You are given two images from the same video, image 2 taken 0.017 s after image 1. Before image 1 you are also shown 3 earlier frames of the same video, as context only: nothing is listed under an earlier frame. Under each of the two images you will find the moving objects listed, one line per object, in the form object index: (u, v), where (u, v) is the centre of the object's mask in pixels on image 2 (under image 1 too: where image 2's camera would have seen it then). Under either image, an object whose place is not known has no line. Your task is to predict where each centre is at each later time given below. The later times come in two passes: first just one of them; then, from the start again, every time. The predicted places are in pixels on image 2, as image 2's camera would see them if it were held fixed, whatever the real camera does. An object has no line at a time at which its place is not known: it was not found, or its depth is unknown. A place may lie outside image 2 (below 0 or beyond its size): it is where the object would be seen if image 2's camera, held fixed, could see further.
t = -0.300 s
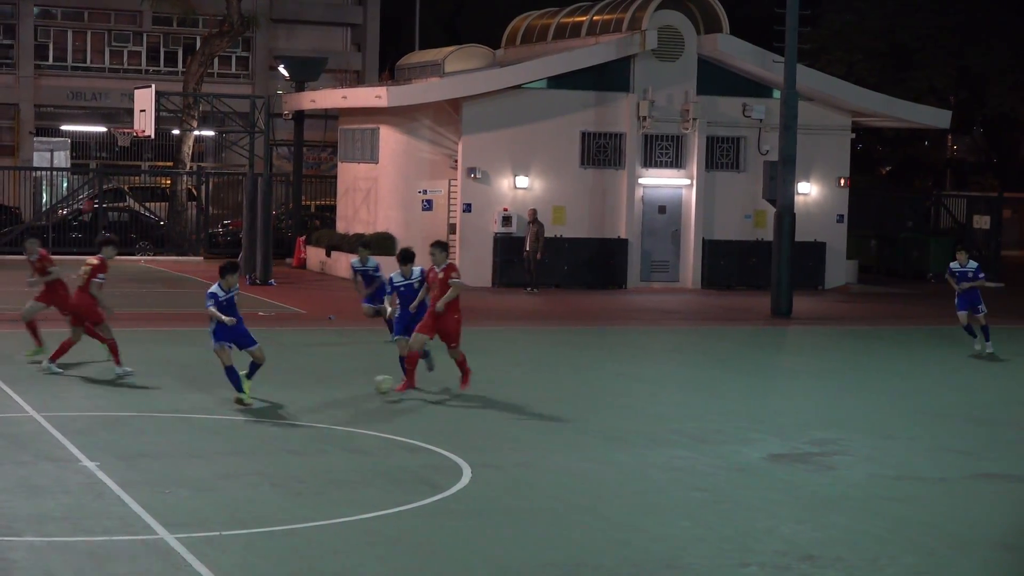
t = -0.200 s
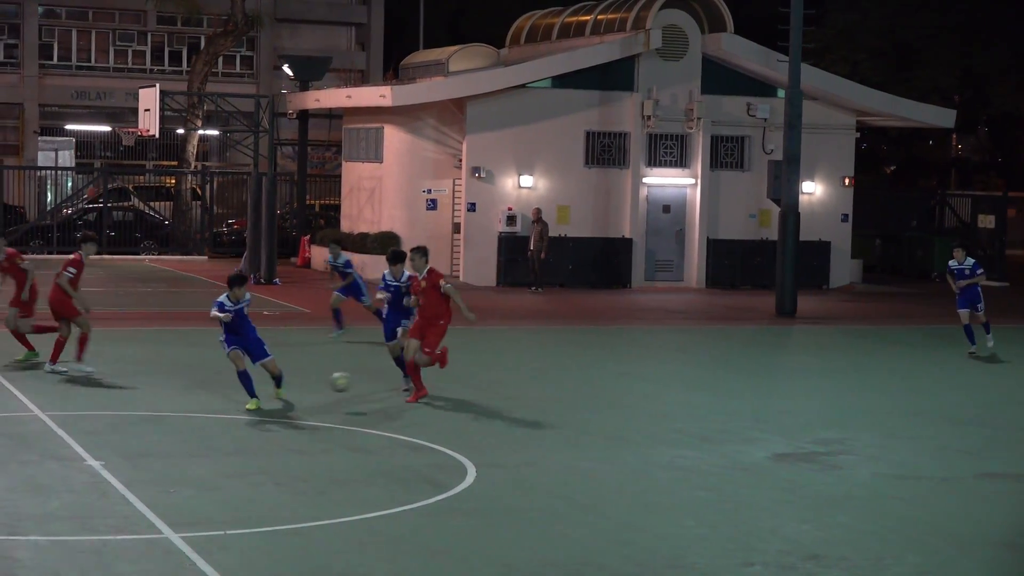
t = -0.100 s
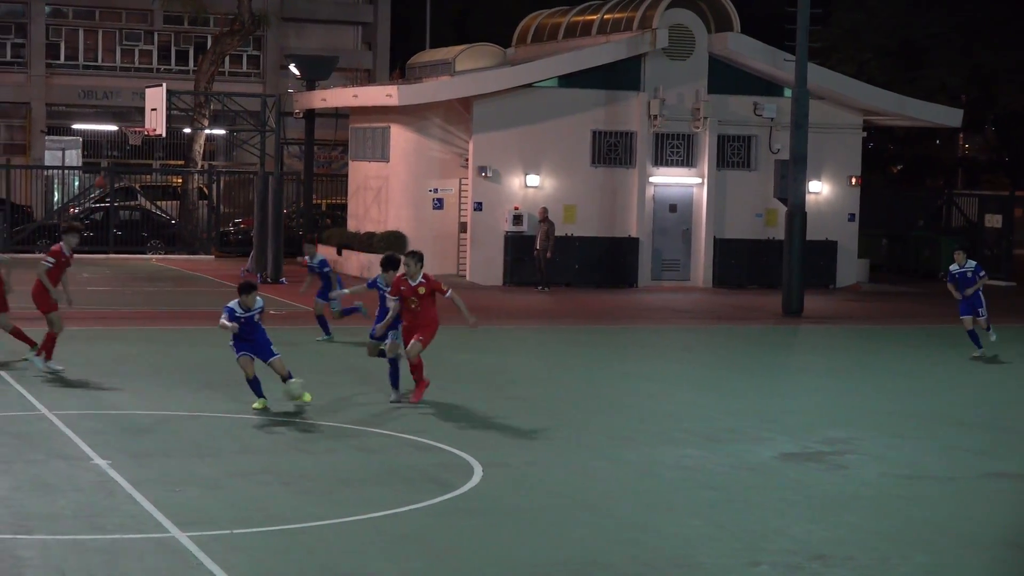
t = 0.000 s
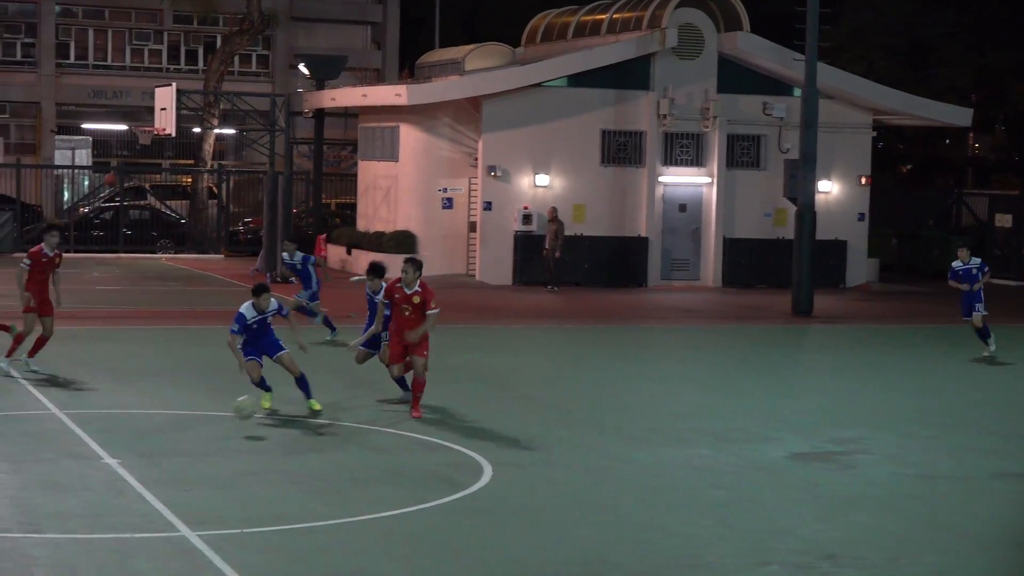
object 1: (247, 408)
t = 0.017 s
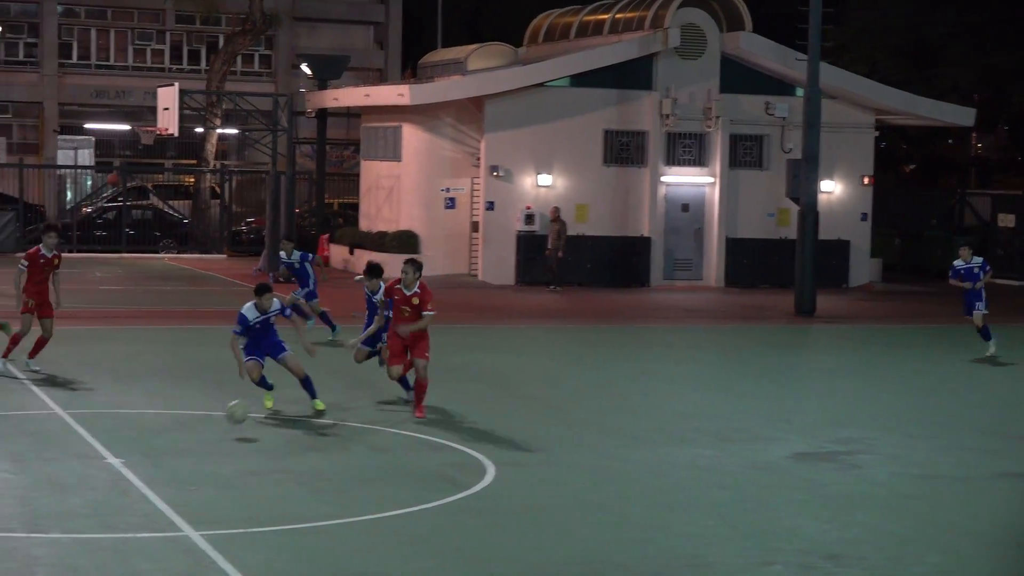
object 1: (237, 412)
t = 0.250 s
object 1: (99, 448)
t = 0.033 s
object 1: (227, 417)
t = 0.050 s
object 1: (216, 423)
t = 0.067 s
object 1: (204, 429)
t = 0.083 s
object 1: (193, 435)
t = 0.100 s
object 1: (184, 435)
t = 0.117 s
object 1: (175, 435)
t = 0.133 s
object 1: (166, 436)
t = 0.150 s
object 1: (157, 437)
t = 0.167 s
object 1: (148, 438)
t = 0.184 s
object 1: (138, 439)
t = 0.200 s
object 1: (129, 440)
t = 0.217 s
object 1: (119, 442)
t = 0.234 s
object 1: (109, 445)
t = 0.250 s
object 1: (99, 448)
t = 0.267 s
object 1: (88, 452)
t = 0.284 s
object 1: (78, 457)
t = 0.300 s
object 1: (67, 461)
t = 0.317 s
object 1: (58, 466)
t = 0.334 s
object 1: (49, 467)
